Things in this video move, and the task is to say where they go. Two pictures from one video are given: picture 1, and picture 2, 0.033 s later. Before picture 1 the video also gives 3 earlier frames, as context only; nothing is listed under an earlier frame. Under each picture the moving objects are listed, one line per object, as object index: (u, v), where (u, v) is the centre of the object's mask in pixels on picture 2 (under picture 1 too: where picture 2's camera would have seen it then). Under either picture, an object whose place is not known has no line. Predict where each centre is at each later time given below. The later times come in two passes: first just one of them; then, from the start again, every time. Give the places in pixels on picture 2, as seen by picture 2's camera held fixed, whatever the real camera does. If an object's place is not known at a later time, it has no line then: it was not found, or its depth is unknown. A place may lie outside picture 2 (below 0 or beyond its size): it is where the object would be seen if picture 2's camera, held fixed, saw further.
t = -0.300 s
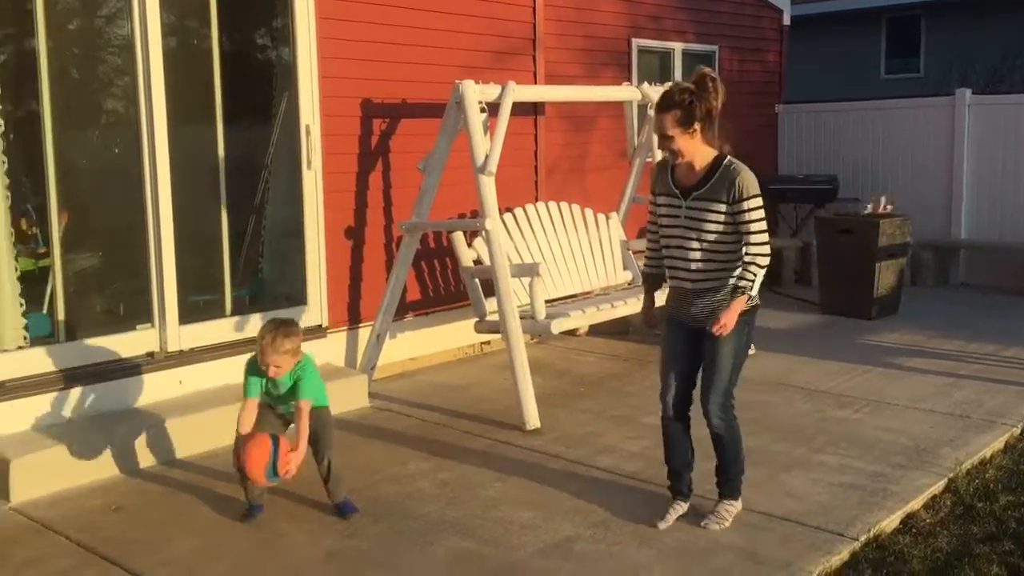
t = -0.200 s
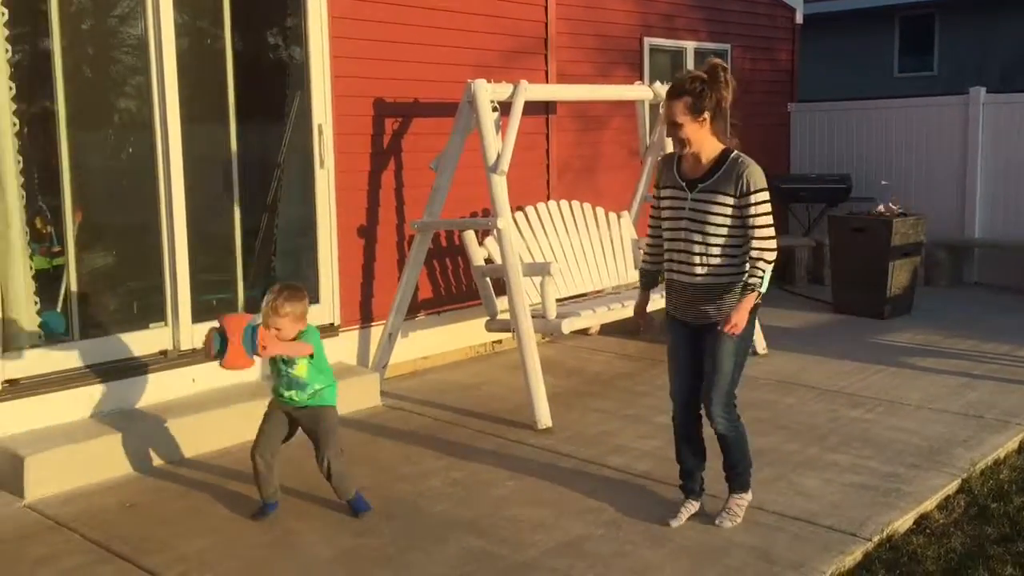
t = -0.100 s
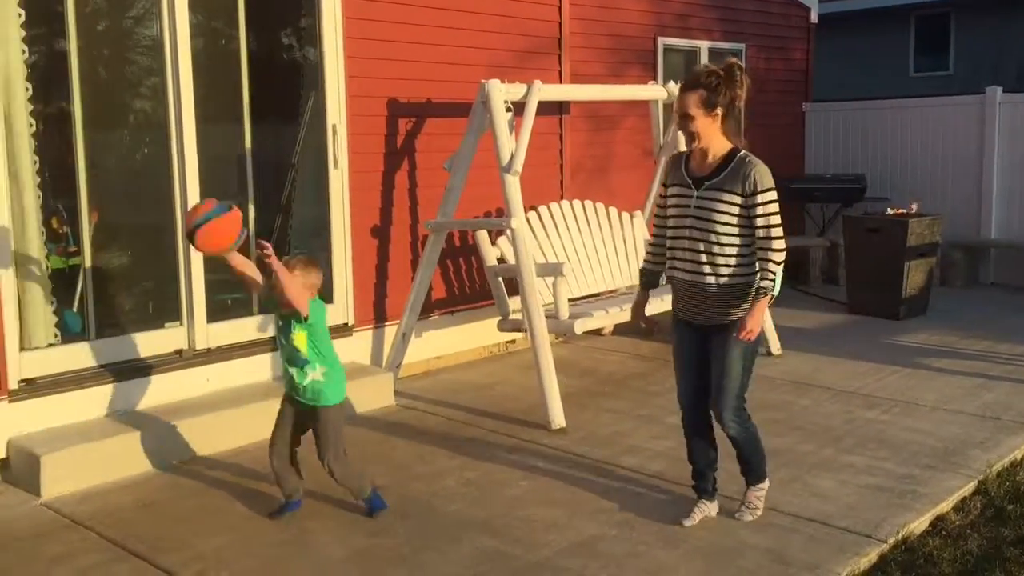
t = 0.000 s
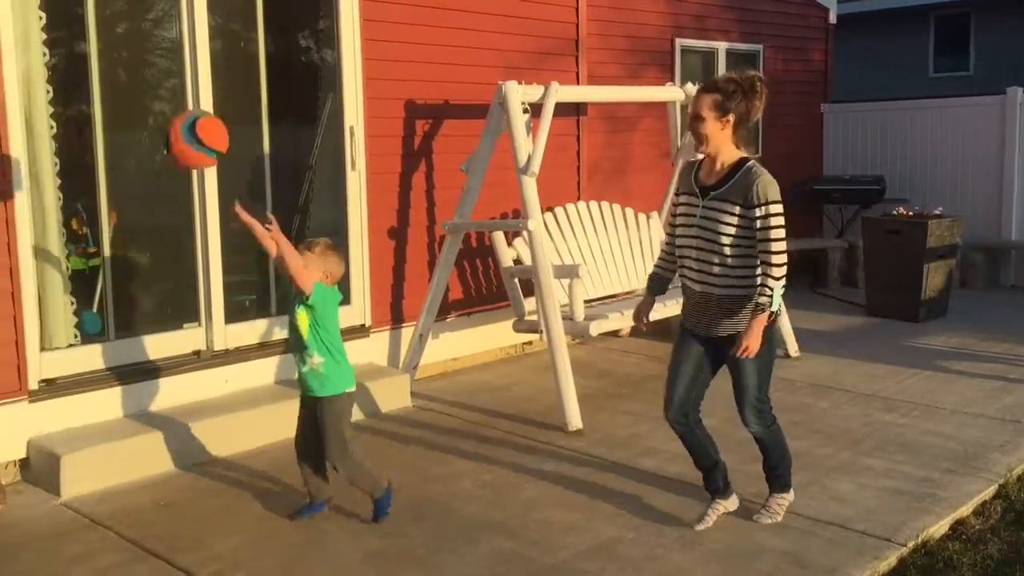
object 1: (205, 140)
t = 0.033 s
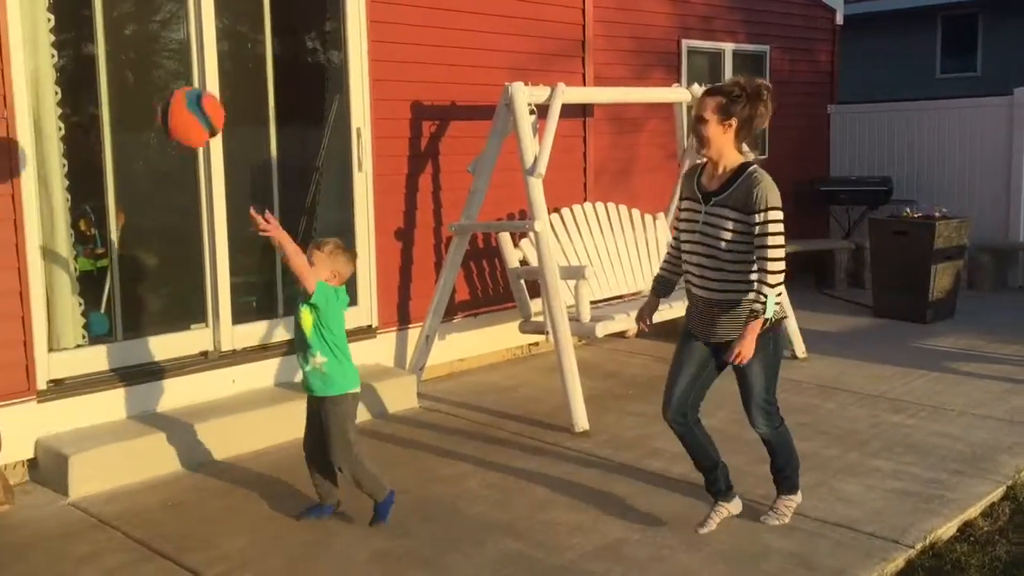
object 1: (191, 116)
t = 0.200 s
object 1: (136, 41)
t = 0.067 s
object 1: (179, 95)
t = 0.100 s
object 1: (168, 77)
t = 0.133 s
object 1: (158, 62)
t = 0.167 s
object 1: (146, 50)
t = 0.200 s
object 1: (136, 41)
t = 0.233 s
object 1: (123, 37)
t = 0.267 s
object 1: (111, 36)
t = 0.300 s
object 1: (101, 39)
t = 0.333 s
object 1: (91, 45)
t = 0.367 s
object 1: (81, 55)
